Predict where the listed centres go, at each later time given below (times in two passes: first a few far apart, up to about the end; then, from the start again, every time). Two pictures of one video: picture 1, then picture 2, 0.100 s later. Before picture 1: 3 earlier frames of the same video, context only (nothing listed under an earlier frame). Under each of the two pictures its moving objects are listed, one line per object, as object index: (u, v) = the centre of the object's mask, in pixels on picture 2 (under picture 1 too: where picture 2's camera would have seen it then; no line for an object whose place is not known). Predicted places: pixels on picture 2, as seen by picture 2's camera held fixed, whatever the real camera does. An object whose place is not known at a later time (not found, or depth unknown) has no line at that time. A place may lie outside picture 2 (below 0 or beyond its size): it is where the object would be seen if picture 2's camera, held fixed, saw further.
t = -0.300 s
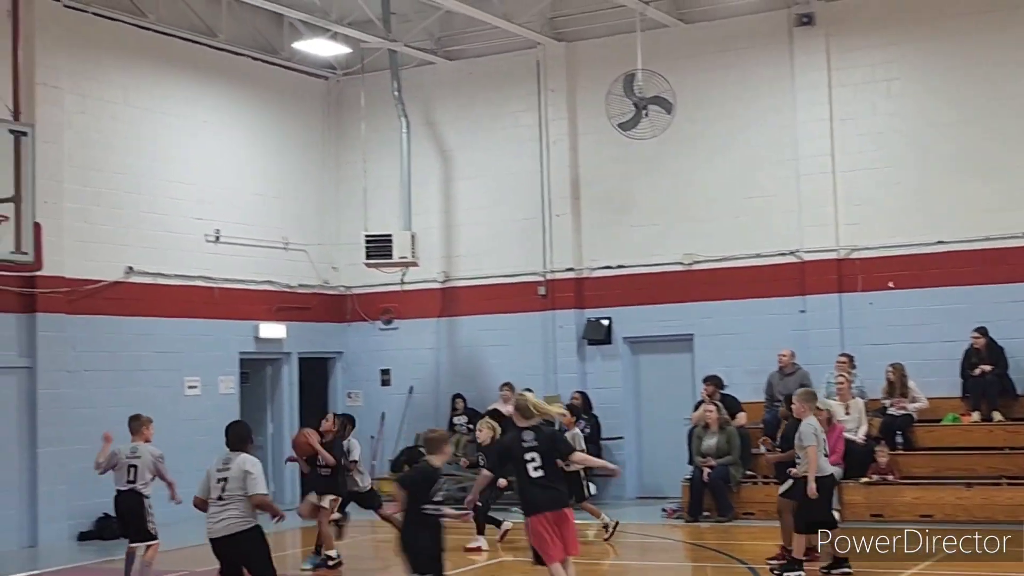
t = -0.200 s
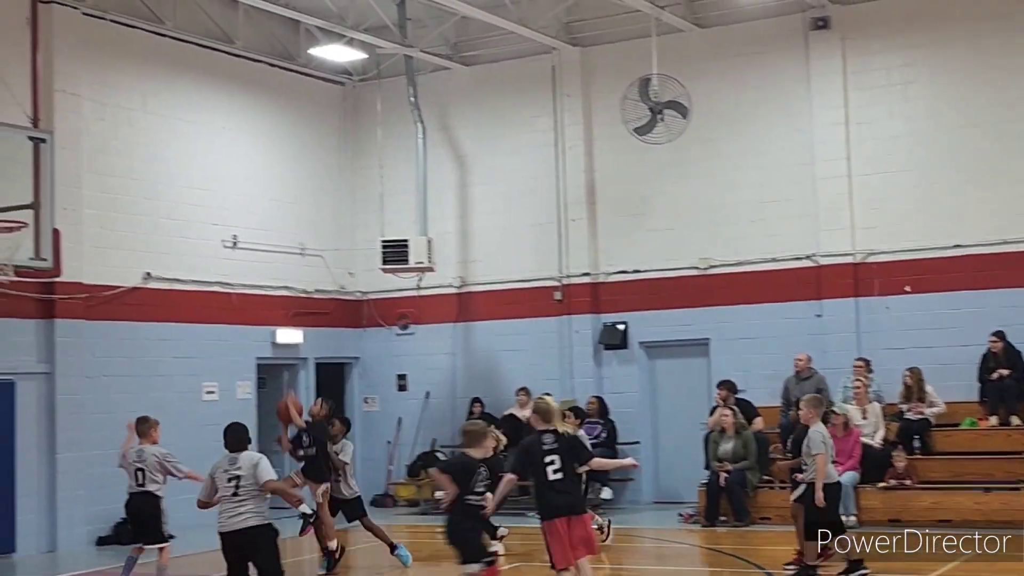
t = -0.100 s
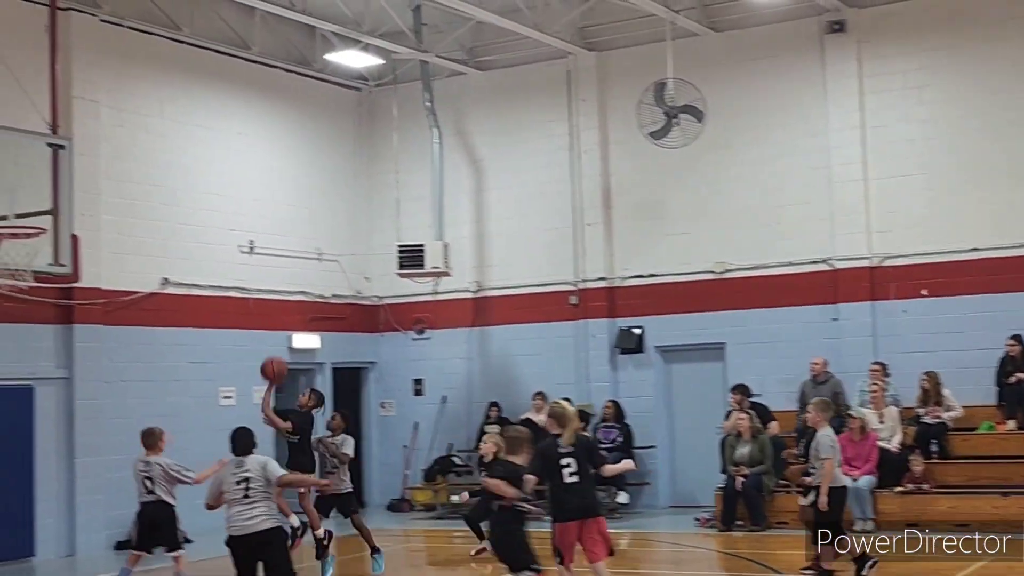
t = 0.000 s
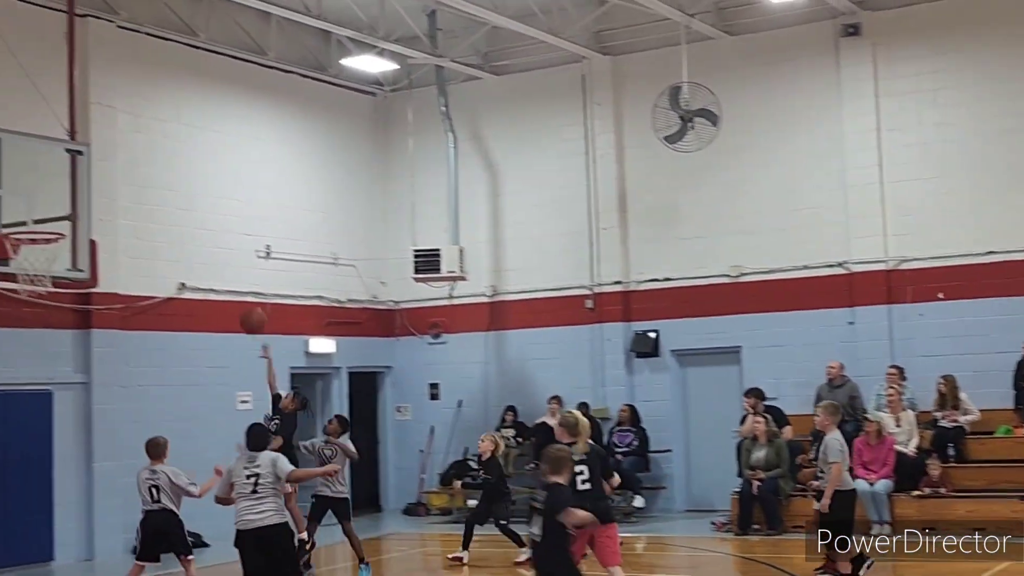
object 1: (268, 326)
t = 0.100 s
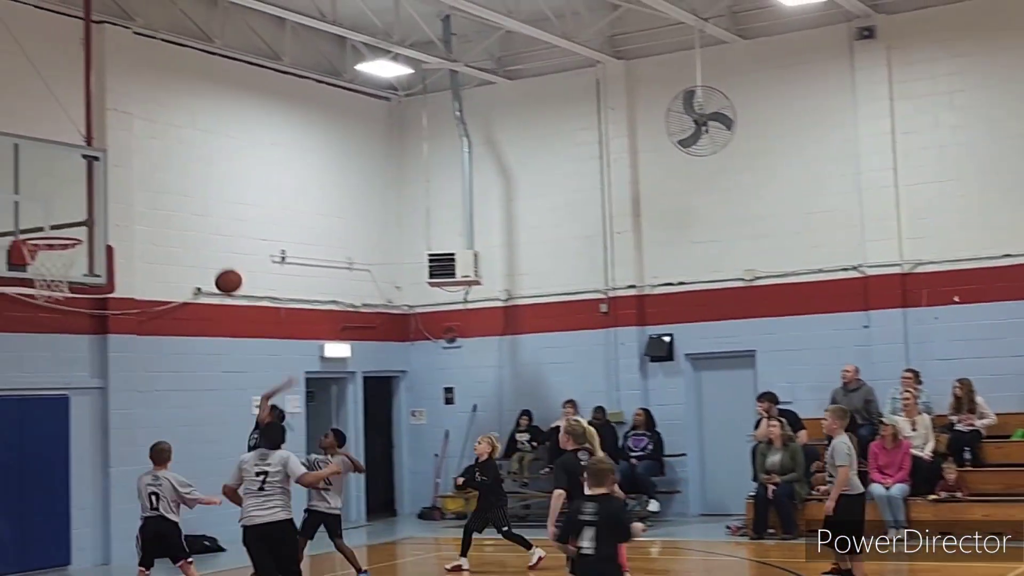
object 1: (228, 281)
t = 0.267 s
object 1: (161, 232)
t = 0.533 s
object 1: (58, 216)
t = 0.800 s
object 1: (48, 256)
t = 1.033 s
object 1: (31, 335)
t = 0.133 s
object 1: (215, 269)
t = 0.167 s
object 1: (201, 258)
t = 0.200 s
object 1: (188, 248)
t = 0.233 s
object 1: (174, 240)
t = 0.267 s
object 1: (161, 232)
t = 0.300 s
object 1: (147, 226)
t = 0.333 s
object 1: (134, 221)
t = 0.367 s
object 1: (121, 217)
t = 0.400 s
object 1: (107, 215)
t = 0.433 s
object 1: (93, 214)
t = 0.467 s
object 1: (80, 213)
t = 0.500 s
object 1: (66, 215)
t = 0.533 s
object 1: (58, 216)
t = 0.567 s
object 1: (58, 217)
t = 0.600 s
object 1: (58, 219)
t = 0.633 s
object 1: (58, 222)
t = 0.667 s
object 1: (58, 226)
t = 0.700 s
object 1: (58, 233)
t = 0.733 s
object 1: (57, 241)
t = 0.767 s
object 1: (54, 248)
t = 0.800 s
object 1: (48, 256)
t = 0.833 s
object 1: (45, 269)
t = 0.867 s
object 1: (42, 279)
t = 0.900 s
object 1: (40, 284)
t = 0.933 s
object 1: (35, 300)
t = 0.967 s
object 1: (34, 308)
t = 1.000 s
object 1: (32, 320)
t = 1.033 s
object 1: (31, 335)
